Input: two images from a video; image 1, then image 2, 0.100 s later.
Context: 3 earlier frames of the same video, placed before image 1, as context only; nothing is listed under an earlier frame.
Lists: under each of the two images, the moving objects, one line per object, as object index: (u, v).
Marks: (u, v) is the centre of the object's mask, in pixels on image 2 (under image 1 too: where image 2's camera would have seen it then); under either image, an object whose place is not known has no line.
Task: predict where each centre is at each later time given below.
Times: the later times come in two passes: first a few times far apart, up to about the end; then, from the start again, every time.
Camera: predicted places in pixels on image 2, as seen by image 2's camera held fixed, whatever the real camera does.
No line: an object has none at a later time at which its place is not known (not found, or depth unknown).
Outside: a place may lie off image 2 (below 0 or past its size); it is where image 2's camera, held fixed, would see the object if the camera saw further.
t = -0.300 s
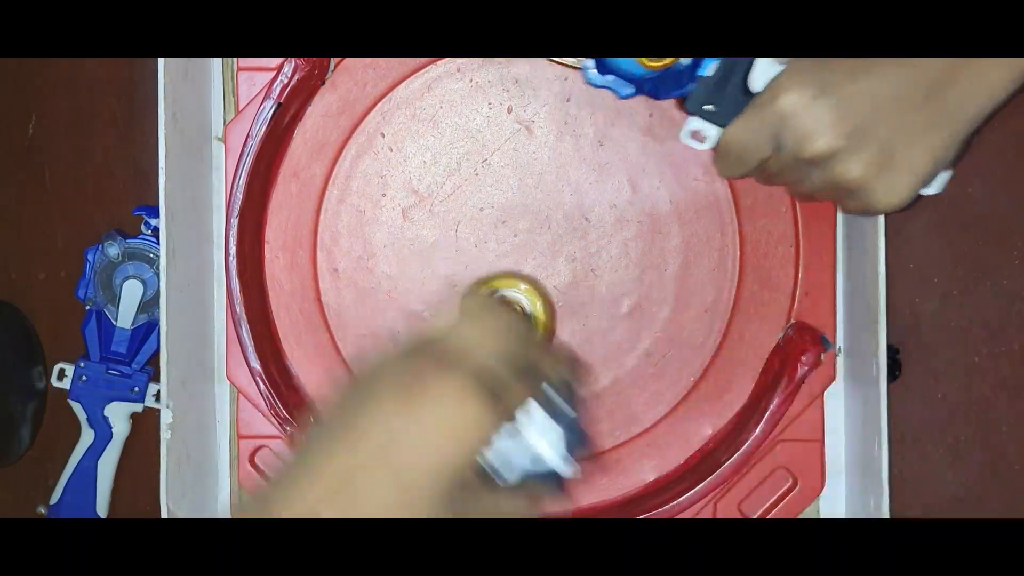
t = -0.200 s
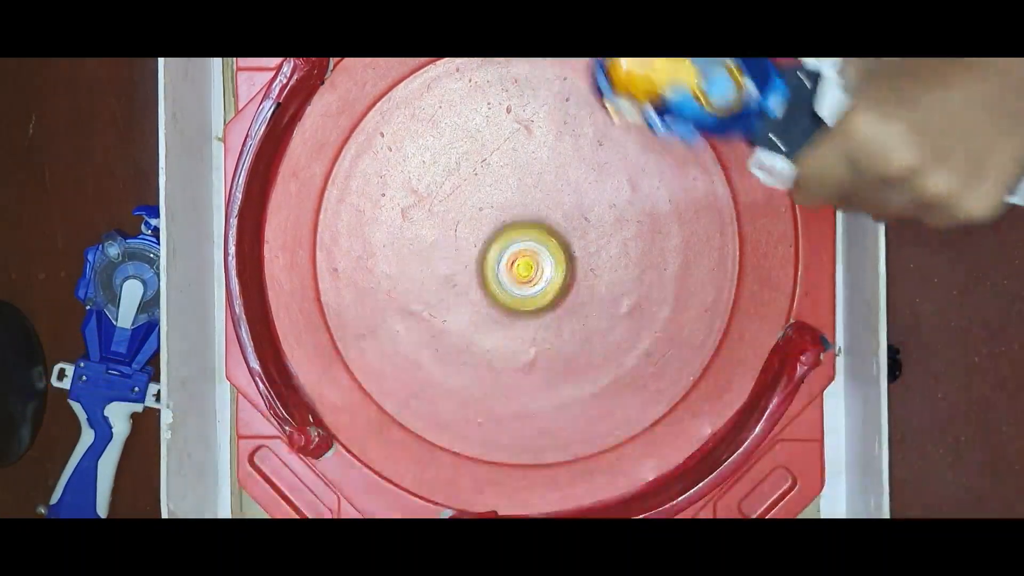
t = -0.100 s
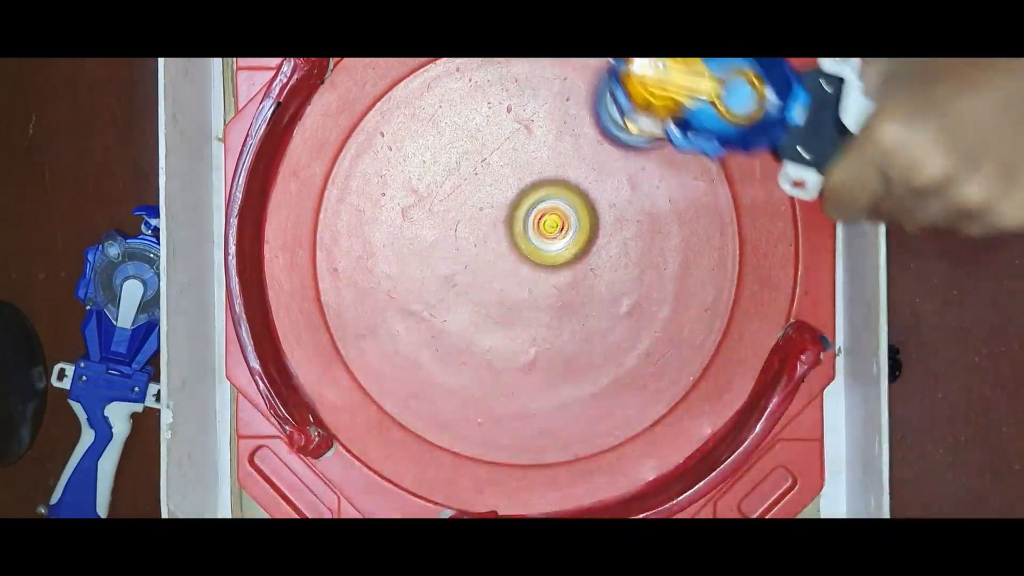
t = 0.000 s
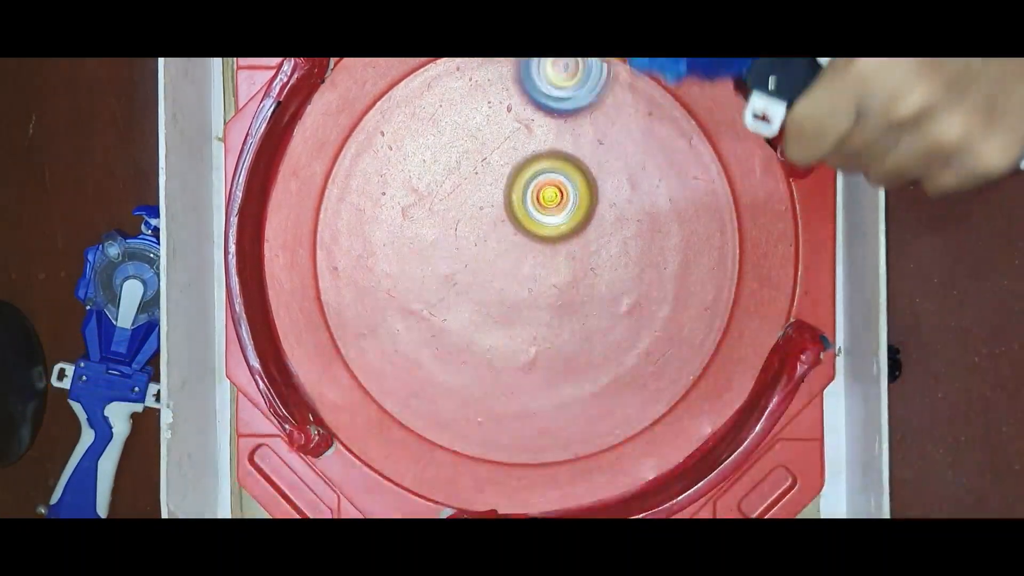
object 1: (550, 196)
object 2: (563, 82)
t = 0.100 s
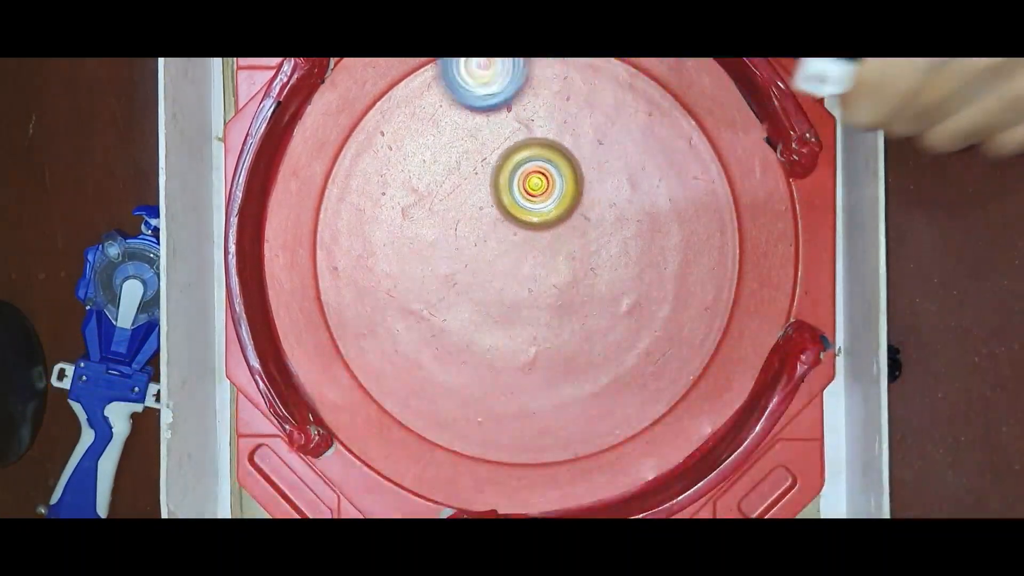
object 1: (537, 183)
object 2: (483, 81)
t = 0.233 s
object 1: (497, 196)
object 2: (390, 128)
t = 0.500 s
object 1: (533, 302)
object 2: (415, 351)
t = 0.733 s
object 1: (651, 255)
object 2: (629, 379)
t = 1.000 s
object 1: (547, 148)
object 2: (691, 129)
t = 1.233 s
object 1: (426, 272)
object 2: (455, 88)
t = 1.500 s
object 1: (534, 416)
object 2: (349, 336)
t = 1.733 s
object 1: (661, 309)
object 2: (555, 457)
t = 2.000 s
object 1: (523, 157)
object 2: (710, 247)
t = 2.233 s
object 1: (361, 243)
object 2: (535, 87)
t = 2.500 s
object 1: (436, 408)
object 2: (317, 216)
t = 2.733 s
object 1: (597, 342)
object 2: (414, 419)
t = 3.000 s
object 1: (560, 128)
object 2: (656, 365)
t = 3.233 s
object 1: (402, 140)
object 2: (664, 138)
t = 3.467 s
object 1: (385, 282)
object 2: (463, 80)
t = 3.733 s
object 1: (536, 351)
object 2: (339, 266)
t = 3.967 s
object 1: (641, 244)
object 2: (471, 422)
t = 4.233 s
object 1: (555, 133)
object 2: (685, 337)
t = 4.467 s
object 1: (457, 189)
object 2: (649, 135)
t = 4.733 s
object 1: (453, 314)
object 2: (427, 121)
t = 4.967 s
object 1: (538, 371)
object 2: (352, 292)
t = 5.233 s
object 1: (616, 289)
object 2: (501, 427)
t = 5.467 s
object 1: (555, 202)
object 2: (657, 326)
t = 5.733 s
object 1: (443, 215)
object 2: (604, 129)
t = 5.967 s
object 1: (414, 296)
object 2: (434, 115)
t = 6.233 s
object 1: (501, 344)
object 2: (368, 288)
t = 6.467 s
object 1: (573, 280)
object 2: (492, 394)
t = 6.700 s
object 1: (563, 192)
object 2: (639, 339)
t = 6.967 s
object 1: (484, 169)
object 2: (635, 167)
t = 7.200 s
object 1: (450, 235)
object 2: (490, 127)
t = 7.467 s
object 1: (507, 311)
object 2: (389, 256)
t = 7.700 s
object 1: (583, 301)
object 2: (450, 373)
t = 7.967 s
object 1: (592, 230)
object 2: (595, 352)
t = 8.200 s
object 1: (520, 204)
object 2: (620, 227)
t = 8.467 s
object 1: (456, 265)
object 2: (510, 147)
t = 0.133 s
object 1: (530, 183)
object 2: (456, 84)
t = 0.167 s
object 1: (517, 184)
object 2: (430, 90)
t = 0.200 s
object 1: (507, 188)
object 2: (407, 103)
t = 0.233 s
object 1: (497, 196)
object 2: (390, 128)
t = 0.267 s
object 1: (489, 206)
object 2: (379, 155)
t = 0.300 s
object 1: (482, 217)
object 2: (373, 186)
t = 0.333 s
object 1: (478, 232)
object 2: (375, 217)
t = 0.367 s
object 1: (476, 248)
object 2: (381, 248)
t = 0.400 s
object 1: (487, 265)
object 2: (380, 275)
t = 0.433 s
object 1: (500, 280)
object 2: (385, 302)
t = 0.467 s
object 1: (515, 292)
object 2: (397, 328)
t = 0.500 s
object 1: (533, 302)
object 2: (415, 351)
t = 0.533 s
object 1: (552, 307)
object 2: (438, 369)
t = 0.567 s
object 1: (573, 310)
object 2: (465, 385)
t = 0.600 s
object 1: (592, 308)
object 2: (497, 396)
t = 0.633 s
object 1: (612, 301)
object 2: (531, 401)
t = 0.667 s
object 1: (629, 290)
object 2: (565, 400)
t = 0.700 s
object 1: (643, 274)
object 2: (597, 392)
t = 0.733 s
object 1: (651, 255)
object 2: (629, 379)
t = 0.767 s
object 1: (655, 235)
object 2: (658, 360)
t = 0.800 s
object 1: (653, 215)
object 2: (683, 334)
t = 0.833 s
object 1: (647, 196)
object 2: (703, 303)
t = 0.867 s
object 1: (636, 180)
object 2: (716, 269)
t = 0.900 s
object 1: (619, 166)
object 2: (722, 233)
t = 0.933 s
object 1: (596, 155)
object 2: (720, 195)
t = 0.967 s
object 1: (573, 148)
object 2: (709, 160)
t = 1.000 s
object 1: (547, 148)
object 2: (691, 129)
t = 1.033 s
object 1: (522, 154)
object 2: (667, 102)
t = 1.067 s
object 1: (498, 165)
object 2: (637, 89)
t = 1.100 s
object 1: (476, 182)
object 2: (603, 81)
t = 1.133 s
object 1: (456, 202)
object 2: (564, 78)
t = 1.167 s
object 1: (442, 225)
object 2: (526, 77)
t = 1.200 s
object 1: (432, 248)
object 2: (490, 81)
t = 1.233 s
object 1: (426, 272)
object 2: (455, 88)
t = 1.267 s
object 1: (427, 296)
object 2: (423, 102)
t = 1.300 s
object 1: (431, 321)
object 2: (396, 128)
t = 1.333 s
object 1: (440, 344)
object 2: (373, 159)
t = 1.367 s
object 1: (453, 367)
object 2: (355, 191)
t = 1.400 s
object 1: (469, 387)
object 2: (345, 228)
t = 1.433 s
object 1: (489, 402)
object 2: (339, 263)
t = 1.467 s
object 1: (511, 411)
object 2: (341, 300)
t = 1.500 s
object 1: (534, 416)
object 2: (349, 336)
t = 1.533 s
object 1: (560, 416)
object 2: (362, 368)
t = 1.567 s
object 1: (585, 411)
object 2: (381, 399)
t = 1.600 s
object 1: (607, 400)
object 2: (405, 426)
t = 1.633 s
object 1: (626, 383)
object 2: (438, 445)
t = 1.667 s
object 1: (643, 362)
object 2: (478, 455)
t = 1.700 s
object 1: (654, 337)
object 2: (516, 460)
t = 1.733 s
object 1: (661, 309)
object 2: (555, 457)
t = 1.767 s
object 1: (662, 282)
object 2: (593, 449)
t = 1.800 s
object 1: (656, 257)
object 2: (626, 434)
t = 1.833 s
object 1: (643, 233)
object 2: (655, 411)
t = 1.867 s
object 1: (626, 210)
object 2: (679, 384)
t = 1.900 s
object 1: (604, 190)
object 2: (696, 353)
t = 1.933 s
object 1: (578, 174)
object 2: (707, 318)
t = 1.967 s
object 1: (551, 163)
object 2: (712, 282)
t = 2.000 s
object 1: (523, 157)
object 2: (710, 247)
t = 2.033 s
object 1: (494, 157)
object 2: (700, 211)
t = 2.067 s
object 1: (464, 162)
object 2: (686, 179)
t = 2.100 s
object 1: (434, 170)
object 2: (664, 149)
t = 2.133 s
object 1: (411, 183)
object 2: (636, 123)
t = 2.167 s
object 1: (391, 199)
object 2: (604, 102)
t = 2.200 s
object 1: (375, 220)
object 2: (571, 93)
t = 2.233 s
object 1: (361, 243)
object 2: (535, 87)
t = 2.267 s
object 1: (355, 268)
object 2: (498, 86)
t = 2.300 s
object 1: (353, 295)
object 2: (462, 89)
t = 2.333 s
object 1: (356, 321)
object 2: (428, 95)
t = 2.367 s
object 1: (365, 346)
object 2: (398, 109)
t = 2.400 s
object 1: (378, 368)
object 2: (371, 130)
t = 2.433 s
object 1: (393, 385)
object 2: (348, 155)
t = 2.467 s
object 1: (413, 399)
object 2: (329, 185)
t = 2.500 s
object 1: (436, 408)
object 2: (317, 216)
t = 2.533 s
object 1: (462, 413)
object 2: (312, 250)
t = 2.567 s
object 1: (490, 414)
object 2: (318, 285)
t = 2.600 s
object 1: (514, 408)
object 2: (329, 319)
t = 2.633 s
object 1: (539, 398)
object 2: (343, 350)
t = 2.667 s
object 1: (559, 384)
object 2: (363, 377)
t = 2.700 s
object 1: (578, 365)
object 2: (387, 400)
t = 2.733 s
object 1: (597, 342)
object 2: (414, 419)
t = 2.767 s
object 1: (610, 316)
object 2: (444, 433)
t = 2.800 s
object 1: (618, 287)
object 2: (475, 440)
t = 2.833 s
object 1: (621, 259)
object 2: (508, 442)
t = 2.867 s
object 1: (619, 228)
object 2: (542, 437)
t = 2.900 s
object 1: (612, 200)
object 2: (575, 428)
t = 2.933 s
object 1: (600, 173)
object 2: (606, 411)
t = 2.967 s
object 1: (582, 149)
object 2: (633, 390)
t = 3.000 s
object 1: (560, 128)
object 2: (656, 365)
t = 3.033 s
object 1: (536, 113)
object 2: (674, 336)
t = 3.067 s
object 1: (509, 104)
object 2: (687, 304)
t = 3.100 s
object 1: (483, 100)
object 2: (694, 270)
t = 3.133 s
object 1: (460, 103)
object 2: (695, 238)
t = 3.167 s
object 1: (438, 111)
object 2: (690, 201)
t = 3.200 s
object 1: (418, 124)
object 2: (680, 169)
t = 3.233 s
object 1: (402, 140)
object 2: (664, 138)
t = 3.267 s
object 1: (387, 159)
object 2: (643, 114)
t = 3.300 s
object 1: (377, 180)
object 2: (617, 94)
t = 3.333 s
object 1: (371, 201)
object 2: (589, 85)
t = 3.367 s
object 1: (369, 222)
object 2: (557, 79)
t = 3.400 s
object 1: (371, 244)
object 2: (526, 77)
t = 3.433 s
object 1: (377, 263)
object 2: (493, 78)
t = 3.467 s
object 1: (385, 282)
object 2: (463, 80)
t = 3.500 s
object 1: (396, 298)
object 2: (432, 87)
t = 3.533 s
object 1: (411, 313)
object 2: (406, 97)
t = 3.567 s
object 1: (431, 327)
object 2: (383, 119)
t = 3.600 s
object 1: (453, 339)
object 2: (364, 145)
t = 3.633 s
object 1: (474, 347)
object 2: (349, 174)
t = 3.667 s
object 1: (496, 351)
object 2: (340, 205)
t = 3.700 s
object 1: (516, 352)
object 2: (337, 237)
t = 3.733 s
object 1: (536, 351)
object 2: (339, 266)
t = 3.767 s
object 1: (554, 344)
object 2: (346, 297)
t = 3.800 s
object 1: (574, 334)
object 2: (357, 324)
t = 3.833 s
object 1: (592, 321)
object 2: (373, 350)
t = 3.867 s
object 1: (608, 306)
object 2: (391, 373)
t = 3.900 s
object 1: (622, 288)
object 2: (415, 393)
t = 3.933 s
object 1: (634, 266)
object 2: (442, 410)
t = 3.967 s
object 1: (641, 244)
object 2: (471, 422)
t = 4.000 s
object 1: (641, 219)
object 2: (501, 429)
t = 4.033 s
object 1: (638, 196)
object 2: (532, 431)
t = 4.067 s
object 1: (630, 178)
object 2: (562, 428)
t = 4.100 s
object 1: (619, 163)
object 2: (593, 419)
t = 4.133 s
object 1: (605, 151)
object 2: (621, 405)
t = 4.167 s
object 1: (589, 142)
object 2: (646, 386)
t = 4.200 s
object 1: (573, 136)
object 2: (668, 363)
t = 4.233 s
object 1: (555, 133)
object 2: (685, 337)
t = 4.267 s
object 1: (538, 133)
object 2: (696, 307)
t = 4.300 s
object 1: (521, 136)
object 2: (703, 277)
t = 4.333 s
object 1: (504, 143)
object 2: (703, 244)
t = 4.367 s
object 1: (490, 152)
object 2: (697, 214)
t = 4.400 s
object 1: (476, 164)
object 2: (686, 186)
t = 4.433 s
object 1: (466, 176)
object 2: (669, 159)
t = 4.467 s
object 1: (457, 189)
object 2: (649, 135)
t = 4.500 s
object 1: (450, 205)
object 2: (626, 118)
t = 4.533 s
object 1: (444, 221)
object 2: (598, 103)
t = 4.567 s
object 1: (441, 237)
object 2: (570, 96)
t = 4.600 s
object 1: (439, 254)
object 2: (541, 93)
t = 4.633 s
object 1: (440, 270)
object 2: (510, 93)
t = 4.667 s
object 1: (442, 285)
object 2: (481, 96)
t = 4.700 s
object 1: (447, 300)
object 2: (453, 106)
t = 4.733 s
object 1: (453, 314)
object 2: (427, 121)
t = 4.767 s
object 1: (460, 328)
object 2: (404, 139)
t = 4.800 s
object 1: (469, 340)
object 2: (385, 161)
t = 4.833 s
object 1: (480, 351)
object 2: (369, 186)
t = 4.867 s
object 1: (493, 360)
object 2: (358, 211)
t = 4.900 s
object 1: (506, 367)
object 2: (352, 238)
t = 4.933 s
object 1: (522, 370)
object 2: (350, 265)
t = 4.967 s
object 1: (538, 371)
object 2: (352, 292)
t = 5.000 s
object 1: (553, 369)
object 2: (358, 318)
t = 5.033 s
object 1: (569, 363)
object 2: (368, 343)
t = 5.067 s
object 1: (582, 356)
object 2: (383, 365)
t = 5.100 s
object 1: (593, 345)
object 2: (400, 385)
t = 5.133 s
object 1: (602, 333)
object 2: (422, 403)
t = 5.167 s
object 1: (609, 319)
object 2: (447, 416)
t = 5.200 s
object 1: (614, 305)
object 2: (473, 424)
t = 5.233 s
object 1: (616, 289)
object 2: (501, 427)
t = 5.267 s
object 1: (615, 274)
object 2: (529, 426)
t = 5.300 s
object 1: (610, 258)
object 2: (556, 421)
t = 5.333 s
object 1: (602, 244)
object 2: (582, 410)
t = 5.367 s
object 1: (593, 231)
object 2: (606, 395)
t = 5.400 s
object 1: (581, 220)
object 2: (627, 375)
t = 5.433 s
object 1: (568, 210)
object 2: (644, 353)
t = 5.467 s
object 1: (555, 202)
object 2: (657, 326)
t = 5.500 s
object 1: (540, 196)
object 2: (666, 300)
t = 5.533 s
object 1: (525, 191)
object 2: (670, 273)
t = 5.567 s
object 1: (510, 189)
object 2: (669, 244)
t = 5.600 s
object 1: (494, 191)
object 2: (664, 217)
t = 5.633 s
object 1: (480, 195)
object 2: (654, 191)
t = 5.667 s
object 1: (467, 202)
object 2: (641, 168)
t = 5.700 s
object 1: (454, 208)
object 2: (624, 147)
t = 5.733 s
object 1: (443, 215)
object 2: (604, 129)
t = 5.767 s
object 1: (432, 223)
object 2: (582, 114)
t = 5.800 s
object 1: (423, 233)
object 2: (558, 103)
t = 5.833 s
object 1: (417, 245)
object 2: (533, 98)
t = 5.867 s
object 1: (413, 258)
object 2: (507, 96)
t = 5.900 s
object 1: (411, 270)
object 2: (483, 98)
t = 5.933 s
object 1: (412, 283)
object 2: (459, 104)
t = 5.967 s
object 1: (414, 296)
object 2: (434, 115)
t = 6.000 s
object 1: (420, 307)
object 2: (413, 130)
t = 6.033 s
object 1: (427, 318)
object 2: (397, 147)
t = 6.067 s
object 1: (436, 327)
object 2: (381, 168)
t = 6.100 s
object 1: (448, 335)
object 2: (370, 190)
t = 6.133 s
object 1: (461, 341)
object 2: (363, 214)
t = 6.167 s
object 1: (474, 344)
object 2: (360, 238)
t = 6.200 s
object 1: (489, 345)
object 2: (362, 263)
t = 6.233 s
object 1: (501, 344)
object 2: (368, 288)
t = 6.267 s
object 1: (515, 340)
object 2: (378, 310)
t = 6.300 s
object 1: (528, 333)
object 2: (391, 331)
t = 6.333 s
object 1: (540, 328)
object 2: (407, 350)
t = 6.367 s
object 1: (550, 318)
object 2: (425, 366)
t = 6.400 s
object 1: (559, 307)
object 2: (446, 378)
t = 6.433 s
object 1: (567, 294)
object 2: (468, 388)
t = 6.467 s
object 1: (573, 280)
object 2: (492, 394)
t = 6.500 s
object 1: (578, 265)
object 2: (516, 396)
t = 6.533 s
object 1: (580, 252)
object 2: (541, 394)
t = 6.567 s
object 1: (579, 238)
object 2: (565, 389)
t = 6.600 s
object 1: (577, 226)
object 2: (586, 381)
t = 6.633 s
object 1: (574, 214)
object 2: (606, 371)
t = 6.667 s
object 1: (569, 202)
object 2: (623, 356)
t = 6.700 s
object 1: (563, 192)
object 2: (639, 339)
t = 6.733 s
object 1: (557, 183)
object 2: (652, 320)
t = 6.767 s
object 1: (549, 175)
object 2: (661, 298)
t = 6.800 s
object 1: (539, 168)
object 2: (666, 275)
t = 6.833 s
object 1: (527, 164)
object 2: (668, 252)
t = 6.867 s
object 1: (517, 162)
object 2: (665, 229)
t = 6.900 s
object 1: (505, 161)
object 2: (659, 206)
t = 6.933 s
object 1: (494, 164)
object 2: (649, 185)
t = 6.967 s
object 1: (484, 169)
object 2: (635, 167)
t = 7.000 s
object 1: (474, 174)
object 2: (619, 151)
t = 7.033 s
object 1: (466, 183)
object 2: (600, 138)
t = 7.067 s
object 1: (460, 192)
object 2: (579, 128)
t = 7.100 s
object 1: (455, 202)
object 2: (557, 122)
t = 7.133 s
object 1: (452, 213)
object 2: (534, 120)
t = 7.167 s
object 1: (450, 224)
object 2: (512, 122)
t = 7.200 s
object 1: (450, 235)
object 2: (490, 127)
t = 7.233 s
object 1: (452, 247)
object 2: (468, 136)
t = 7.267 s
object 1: (455, 258)
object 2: (450, 147)
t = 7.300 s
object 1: (461, 269)
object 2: (432, 162)
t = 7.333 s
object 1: (469, 280)
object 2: (418, 178)
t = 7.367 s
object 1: (477, 290)
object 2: (406, 196)
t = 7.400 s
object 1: (486, 298)
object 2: (397, 215)
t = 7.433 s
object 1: (496, 306)
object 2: (392, 235)
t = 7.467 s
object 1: (507, 311)
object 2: (389, 256)
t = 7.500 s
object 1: (519, 315)
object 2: (390, 276)
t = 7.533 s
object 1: (532, 317)
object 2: (393, 295)
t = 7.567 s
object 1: (543, 319)
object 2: (399, 314)
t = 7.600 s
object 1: (553, 318)
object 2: (409, 332)
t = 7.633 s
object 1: (564, 313)
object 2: (420, 348)
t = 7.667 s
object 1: (574, 308)
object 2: (434, 362)
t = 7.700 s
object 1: (583, 301)
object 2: (450, 373)
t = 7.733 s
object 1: (592, 294)
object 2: (467, 382)
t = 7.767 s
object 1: (599, 285)
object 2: (486, 387)
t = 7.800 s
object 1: (603, 277)
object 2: (505, 390)
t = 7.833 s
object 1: (604, 267)
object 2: (525, 388)
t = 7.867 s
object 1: (603, 257)
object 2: (545, 383)
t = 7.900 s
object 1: (602, 248)
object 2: (562, 376)
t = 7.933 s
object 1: (597, 239)
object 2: (580, 365)
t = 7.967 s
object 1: (592, 230)
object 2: (595, 352)
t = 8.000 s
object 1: (585, 222)
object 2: (607, 337)
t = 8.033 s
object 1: (576, 216)
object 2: (616, 321)
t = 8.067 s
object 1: (567, 210)
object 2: (623, 302)
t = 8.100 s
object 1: (556, 206)
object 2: (627, 285)
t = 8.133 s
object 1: (544, 203)
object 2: (628, 265)
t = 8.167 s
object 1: (532, 204)
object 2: (626, 246)
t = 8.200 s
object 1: (520, 204)
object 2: (620, 227)
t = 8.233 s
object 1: (510, 208)
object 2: (613, 209)
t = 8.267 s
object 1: (499, 212)
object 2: (603, 193)
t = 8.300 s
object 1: (491, 219)
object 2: (592, 180)
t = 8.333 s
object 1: (481, 226)
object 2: (577, 168)
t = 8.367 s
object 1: (473, 235)
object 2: (563, 159)
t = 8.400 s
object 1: (467, 244)
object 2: (546, 152)
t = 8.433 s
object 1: (461, 254)
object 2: (528, 148)
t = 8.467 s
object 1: (456, 265)
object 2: (510, 147)
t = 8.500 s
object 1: (454, 275)
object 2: (493, 149)
